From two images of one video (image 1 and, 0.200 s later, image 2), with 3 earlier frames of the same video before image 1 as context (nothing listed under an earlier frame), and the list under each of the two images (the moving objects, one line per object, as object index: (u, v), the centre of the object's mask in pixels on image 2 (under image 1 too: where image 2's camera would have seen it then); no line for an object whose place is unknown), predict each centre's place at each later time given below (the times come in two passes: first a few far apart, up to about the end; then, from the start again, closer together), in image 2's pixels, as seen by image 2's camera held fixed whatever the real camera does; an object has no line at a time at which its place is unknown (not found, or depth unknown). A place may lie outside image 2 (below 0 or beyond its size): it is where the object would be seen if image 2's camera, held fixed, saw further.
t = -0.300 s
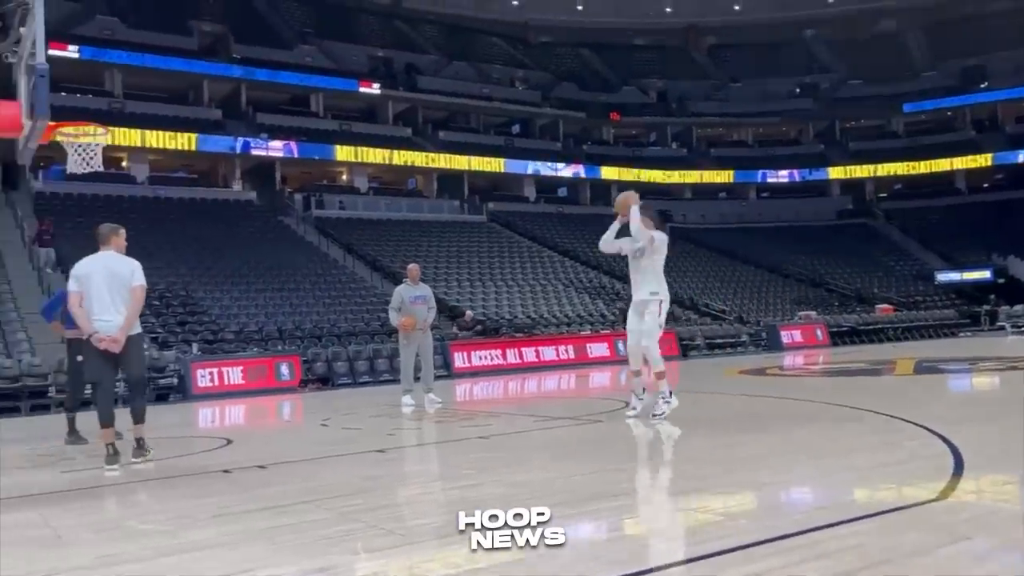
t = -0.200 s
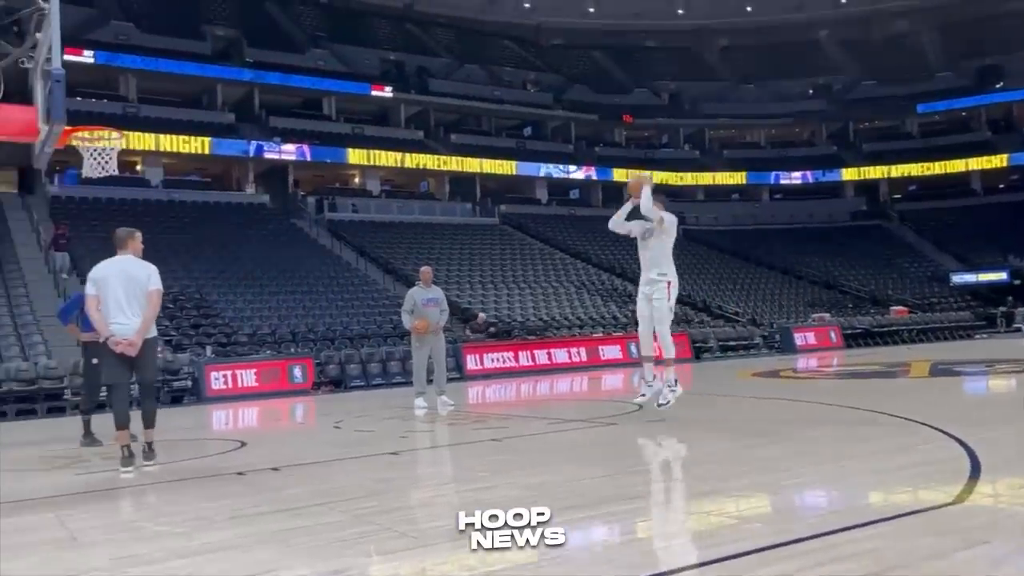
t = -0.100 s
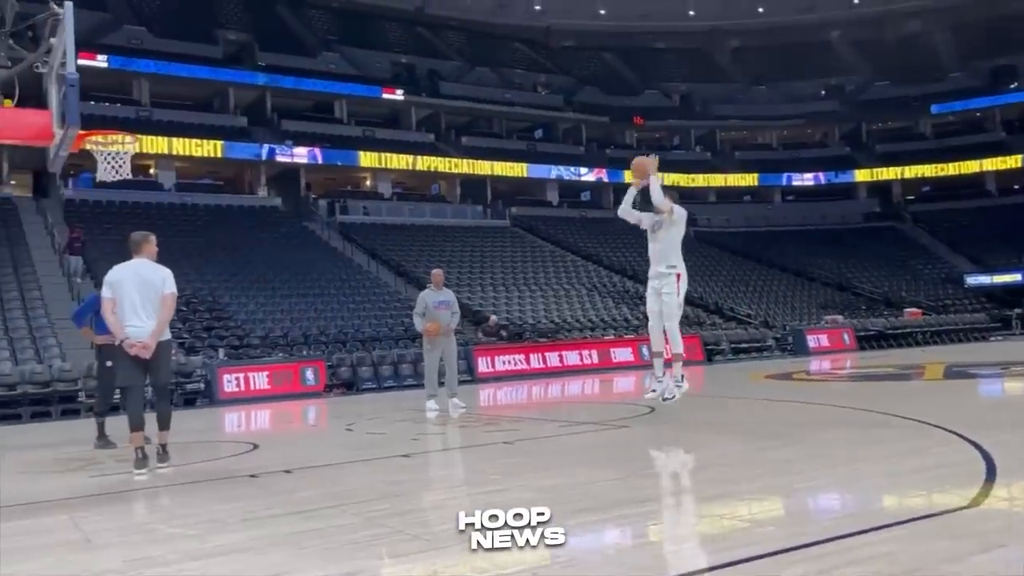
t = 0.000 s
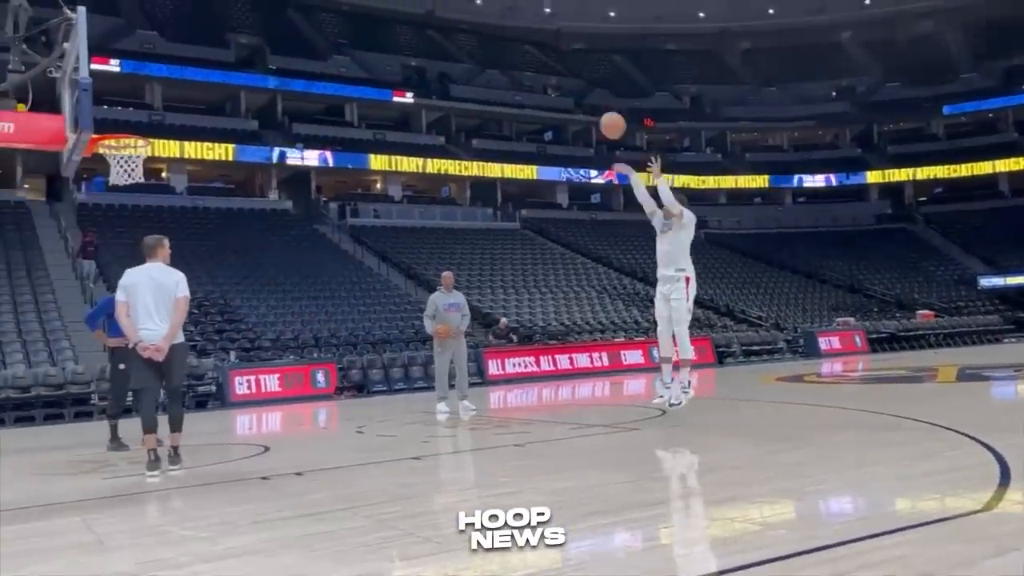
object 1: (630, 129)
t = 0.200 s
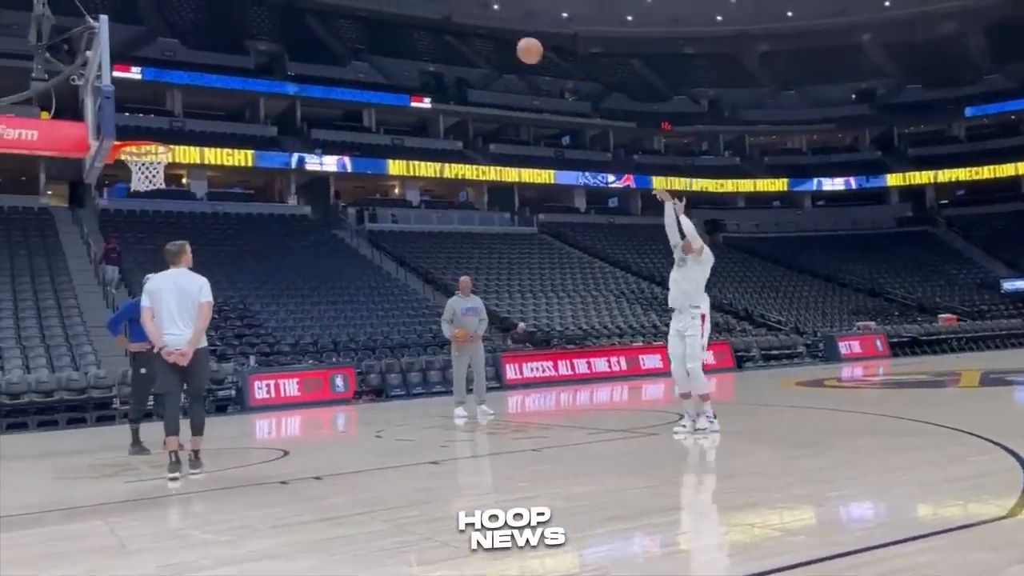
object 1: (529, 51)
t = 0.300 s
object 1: (481, 26)
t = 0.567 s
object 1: (358, 7)
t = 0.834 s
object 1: (239, 55)
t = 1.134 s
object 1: (123, 171)
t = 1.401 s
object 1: (106, 246)
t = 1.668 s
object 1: (88, 399)
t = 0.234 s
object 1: (513, 41)
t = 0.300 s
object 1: (481, 26)
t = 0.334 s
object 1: (465, 20)
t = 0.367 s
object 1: (450, 15)
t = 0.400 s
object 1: (434, 10)
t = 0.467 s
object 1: (403, 6)
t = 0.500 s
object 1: (388, 5)
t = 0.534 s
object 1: (373, 5)
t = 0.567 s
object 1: (358, 7)
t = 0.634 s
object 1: (328, 13)
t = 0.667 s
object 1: (313, 17)
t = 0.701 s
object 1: (298, 23)
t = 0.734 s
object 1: (283, 29)
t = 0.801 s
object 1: (254, 45)
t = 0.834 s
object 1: (239, 55)
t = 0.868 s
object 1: (225, 64)
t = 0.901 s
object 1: (210, 77)
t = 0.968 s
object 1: (181, 104)
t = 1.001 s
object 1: (167, 119)
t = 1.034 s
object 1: (153, 133)
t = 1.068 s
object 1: (140, 150)
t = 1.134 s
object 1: (123, 171)
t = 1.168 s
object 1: (122, 176)
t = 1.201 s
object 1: (120, 182)
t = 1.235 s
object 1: (118, 190)
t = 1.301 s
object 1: (112, 210)
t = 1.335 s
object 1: (110, 220)
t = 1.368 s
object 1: (108, 233)
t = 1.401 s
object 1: (106, 246)
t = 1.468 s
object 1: (101, 277)
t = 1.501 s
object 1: (100, 294)
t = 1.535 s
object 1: (97, 312)
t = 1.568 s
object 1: (94, 332)
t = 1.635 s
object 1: (92, 375)
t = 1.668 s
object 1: (88, 399)
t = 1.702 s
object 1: (85, 423)
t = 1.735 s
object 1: (83, 450)
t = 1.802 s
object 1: (87, 432)
